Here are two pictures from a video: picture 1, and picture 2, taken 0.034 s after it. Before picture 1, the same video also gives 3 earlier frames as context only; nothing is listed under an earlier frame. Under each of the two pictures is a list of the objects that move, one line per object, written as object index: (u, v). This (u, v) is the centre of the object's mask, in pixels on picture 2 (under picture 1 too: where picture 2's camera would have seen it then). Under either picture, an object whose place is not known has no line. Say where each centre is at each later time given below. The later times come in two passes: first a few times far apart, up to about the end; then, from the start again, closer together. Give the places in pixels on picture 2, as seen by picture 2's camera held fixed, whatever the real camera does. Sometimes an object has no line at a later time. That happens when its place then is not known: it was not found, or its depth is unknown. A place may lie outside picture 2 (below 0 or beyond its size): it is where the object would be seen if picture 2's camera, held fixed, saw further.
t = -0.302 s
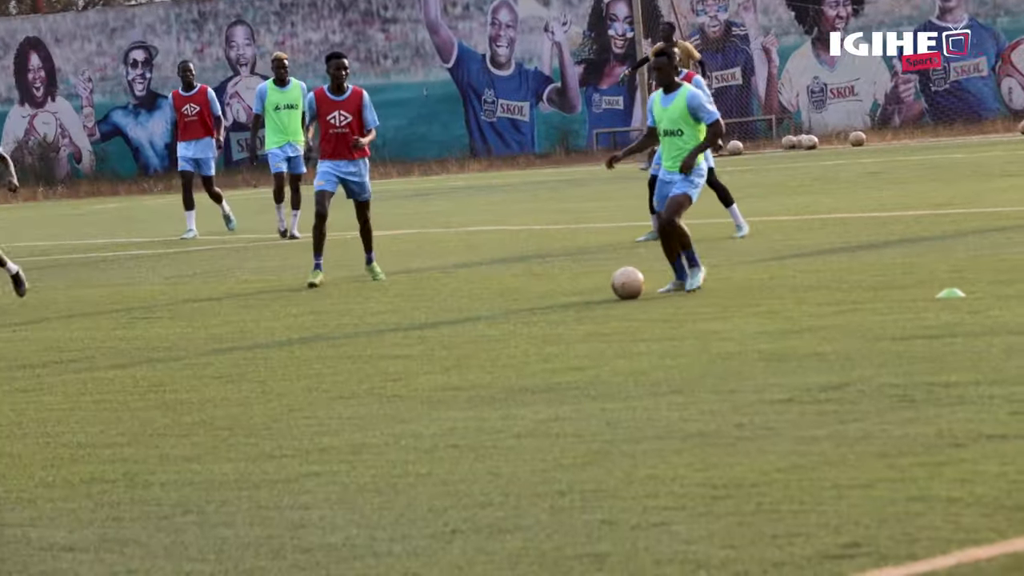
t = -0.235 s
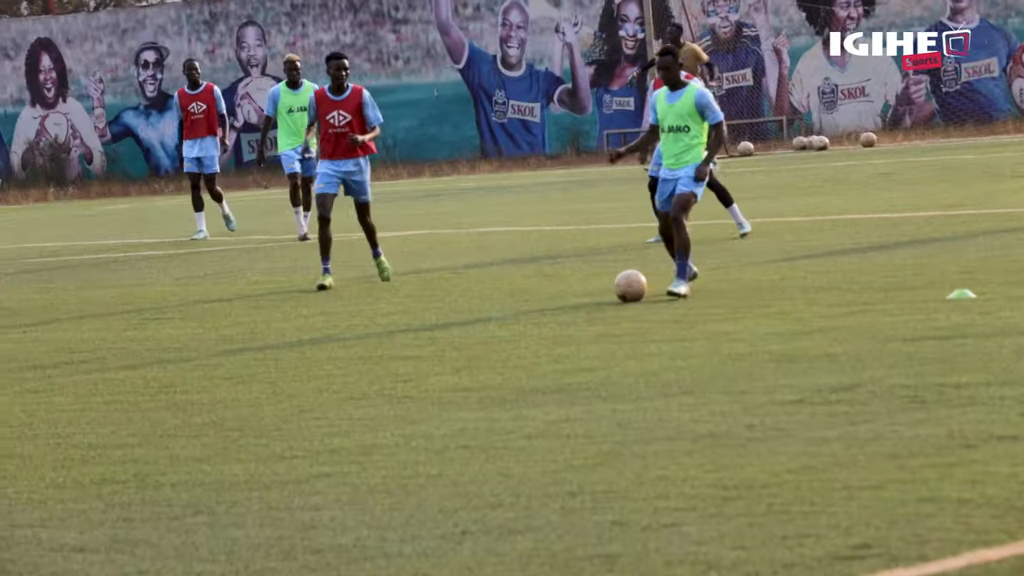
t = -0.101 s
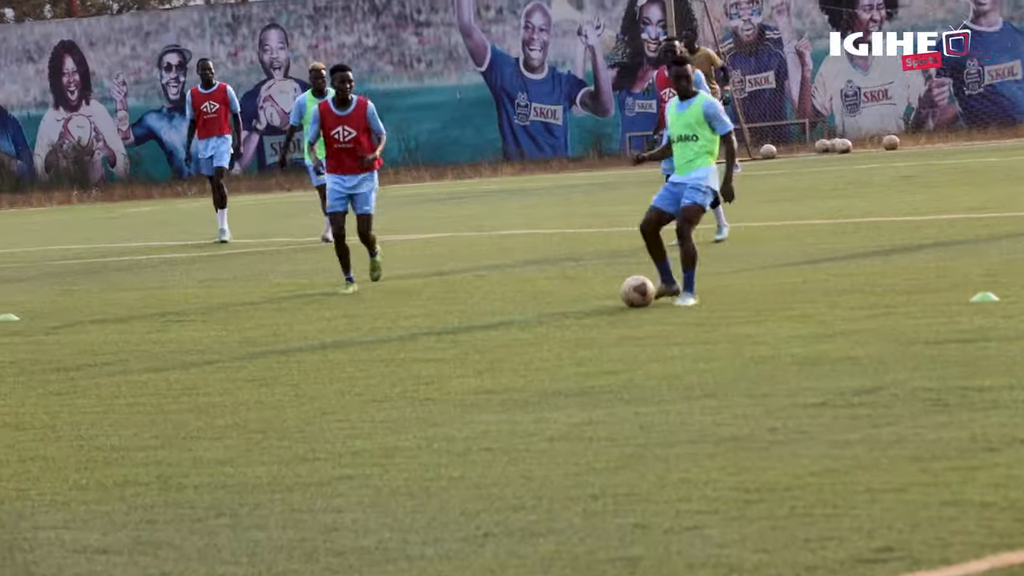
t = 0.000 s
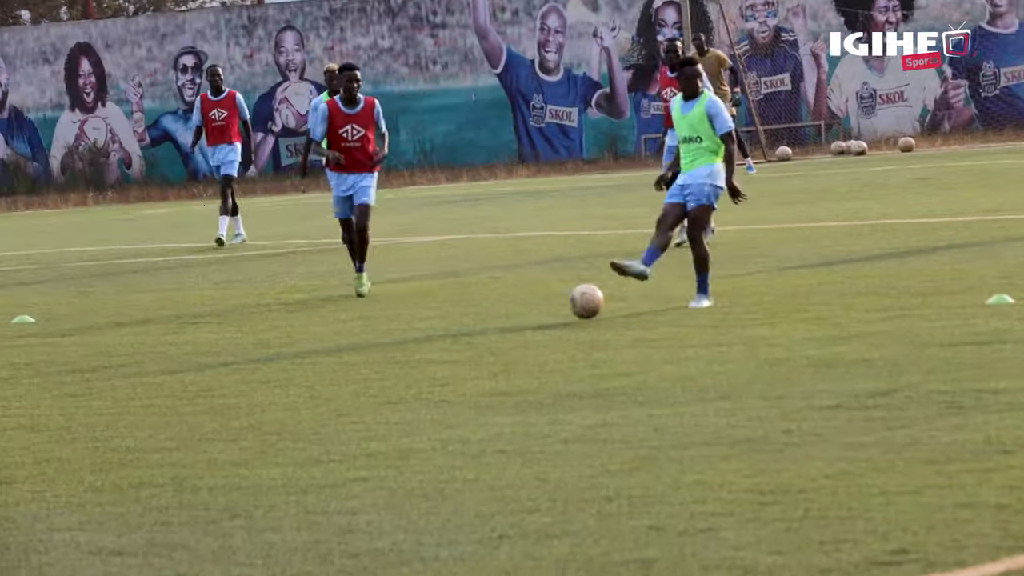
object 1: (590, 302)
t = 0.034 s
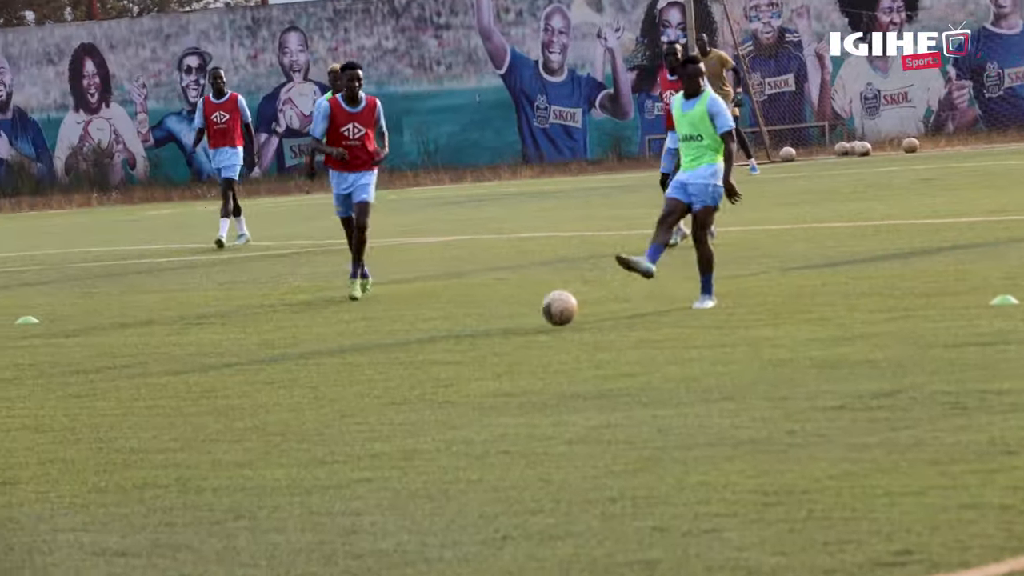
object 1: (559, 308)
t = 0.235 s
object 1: (375, 342)
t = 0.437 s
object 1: (190, 372)
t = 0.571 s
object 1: (62, 409)
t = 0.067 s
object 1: (528, 316)
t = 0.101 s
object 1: (496, 326)
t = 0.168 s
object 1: (435, 333)
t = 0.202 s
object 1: (405, 337)
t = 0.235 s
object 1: (375, 342)
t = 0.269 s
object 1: (343, 351)
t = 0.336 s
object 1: (280, 365)
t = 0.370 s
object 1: (251, 365)
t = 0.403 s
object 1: (221, 367)
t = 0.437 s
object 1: (190, 372)
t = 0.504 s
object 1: (126, 390)
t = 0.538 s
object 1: (93, 403)
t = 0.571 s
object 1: (62, 409)
